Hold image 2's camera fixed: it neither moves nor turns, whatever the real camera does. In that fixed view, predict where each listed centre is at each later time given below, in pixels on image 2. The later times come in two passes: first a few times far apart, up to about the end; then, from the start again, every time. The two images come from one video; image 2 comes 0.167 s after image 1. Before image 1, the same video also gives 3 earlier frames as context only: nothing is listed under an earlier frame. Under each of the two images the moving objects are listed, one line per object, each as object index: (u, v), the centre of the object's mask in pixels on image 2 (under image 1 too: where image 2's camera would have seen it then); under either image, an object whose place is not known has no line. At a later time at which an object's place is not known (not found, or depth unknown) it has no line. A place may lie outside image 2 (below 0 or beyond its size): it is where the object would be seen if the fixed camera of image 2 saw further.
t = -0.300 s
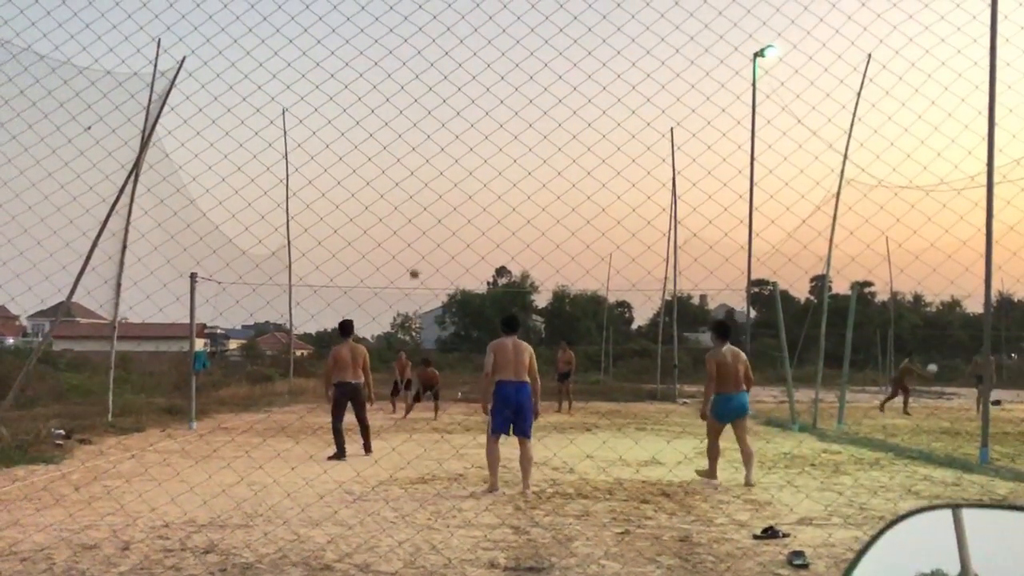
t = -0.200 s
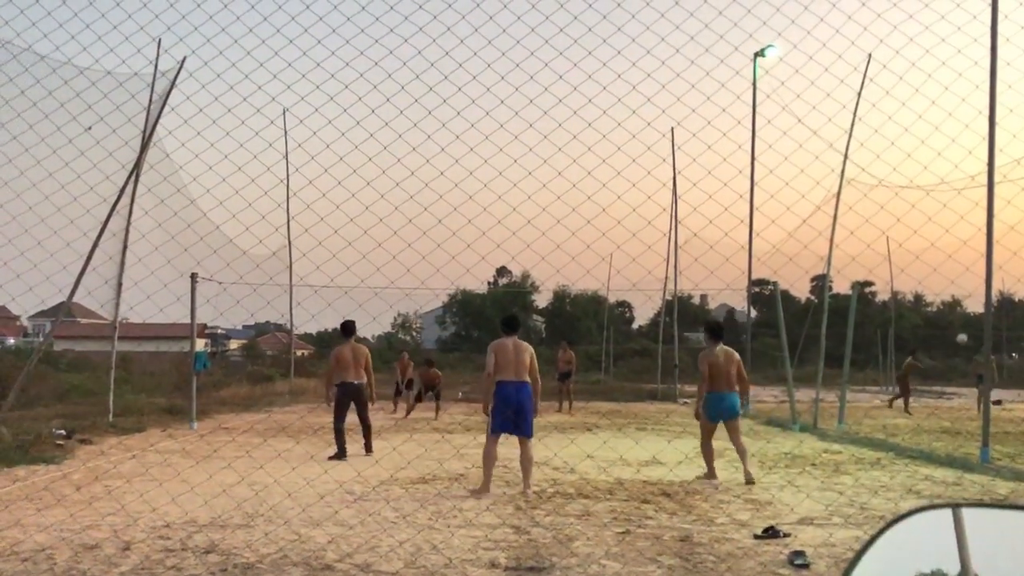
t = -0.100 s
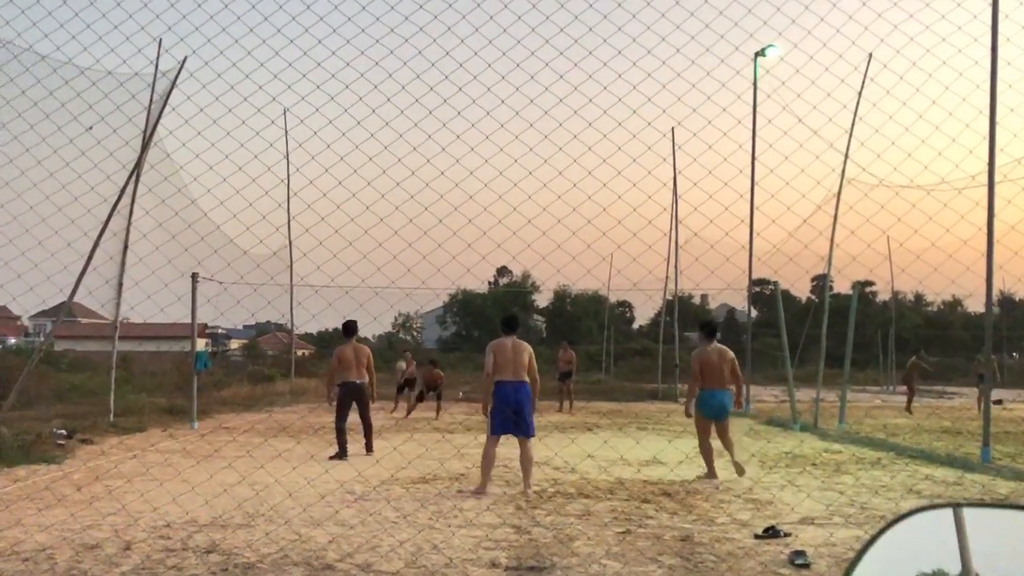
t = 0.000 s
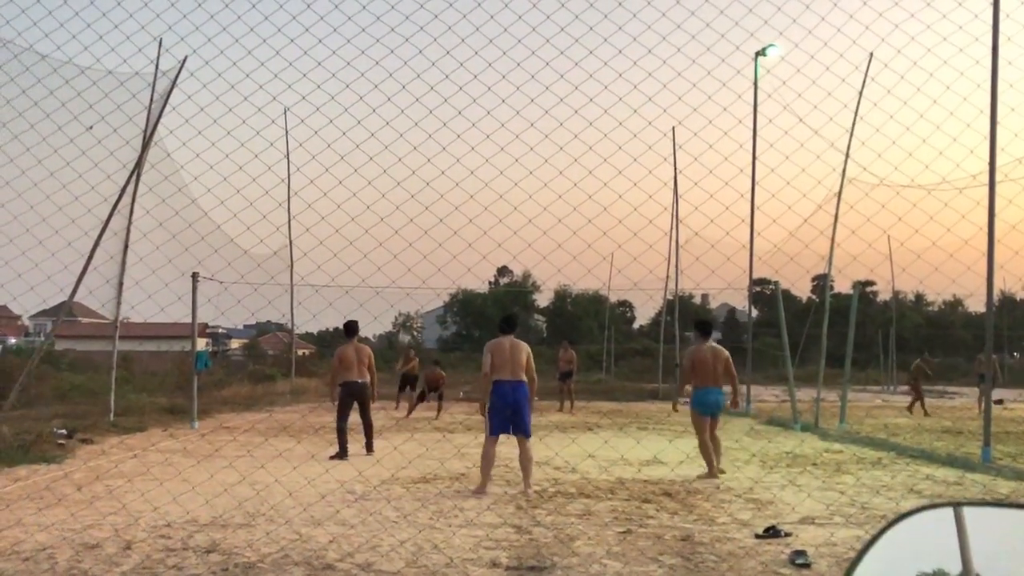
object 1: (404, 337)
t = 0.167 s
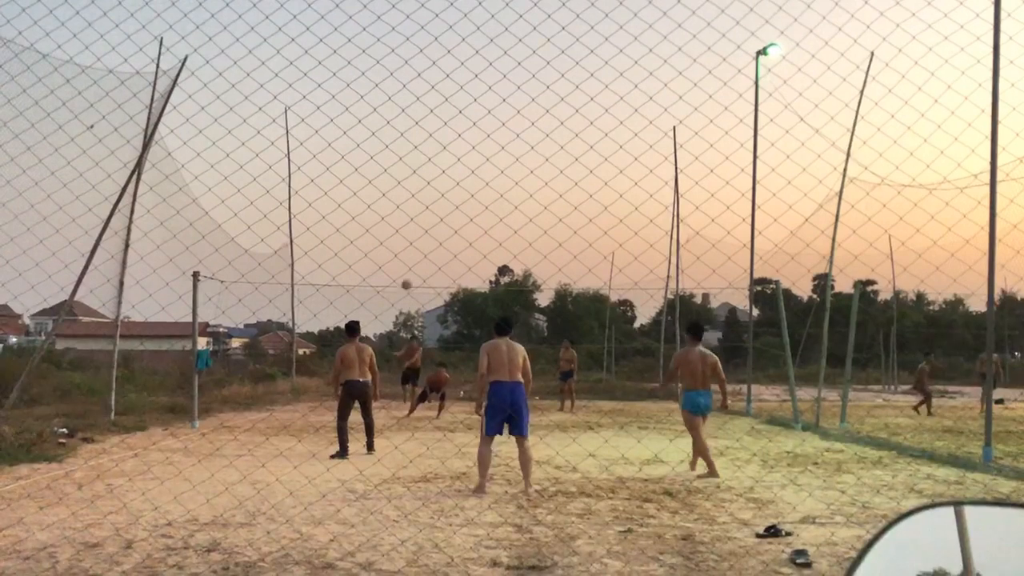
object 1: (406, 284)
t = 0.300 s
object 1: (410, 248)
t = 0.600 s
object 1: (416, 194)
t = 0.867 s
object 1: (423, 184)
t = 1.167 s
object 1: (431, 222)
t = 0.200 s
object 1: (407, 274)
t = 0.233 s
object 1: (408, 265)
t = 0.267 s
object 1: (409, 256)
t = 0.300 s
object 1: (410, 248)
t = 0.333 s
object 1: (410, 240)
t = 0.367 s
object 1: (411, 232)
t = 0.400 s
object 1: (412, 225)
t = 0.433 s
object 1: (412, 219)
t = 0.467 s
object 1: (413, 213)
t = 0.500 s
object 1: (414, 207)
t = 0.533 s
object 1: (415, 202)
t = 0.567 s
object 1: (415, 198)
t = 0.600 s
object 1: (416, 194)
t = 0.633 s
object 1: (417, 191)
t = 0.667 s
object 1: (417, 188)
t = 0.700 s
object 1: (419, 186)
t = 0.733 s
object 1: (419, 184)
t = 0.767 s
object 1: (420, 183)
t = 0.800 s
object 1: (421, 183)
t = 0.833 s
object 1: (422, 183)
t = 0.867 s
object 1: (423, 184)
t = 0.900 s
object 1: (424, 185)
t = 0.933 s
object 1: (424, 187)
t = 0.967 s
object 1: (425, 190)
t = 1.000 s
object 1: (426, 193)
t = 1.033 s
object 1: (427, 198)
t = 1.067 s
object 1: (428, 203)
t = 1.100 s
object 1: (429, 208)
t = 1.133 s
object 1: (430, 214)
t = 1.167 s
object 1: (431, 222)
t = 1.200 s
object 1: (431, 229)
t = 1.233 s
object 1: (432, 238)
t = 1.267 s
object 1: (433, 248)
